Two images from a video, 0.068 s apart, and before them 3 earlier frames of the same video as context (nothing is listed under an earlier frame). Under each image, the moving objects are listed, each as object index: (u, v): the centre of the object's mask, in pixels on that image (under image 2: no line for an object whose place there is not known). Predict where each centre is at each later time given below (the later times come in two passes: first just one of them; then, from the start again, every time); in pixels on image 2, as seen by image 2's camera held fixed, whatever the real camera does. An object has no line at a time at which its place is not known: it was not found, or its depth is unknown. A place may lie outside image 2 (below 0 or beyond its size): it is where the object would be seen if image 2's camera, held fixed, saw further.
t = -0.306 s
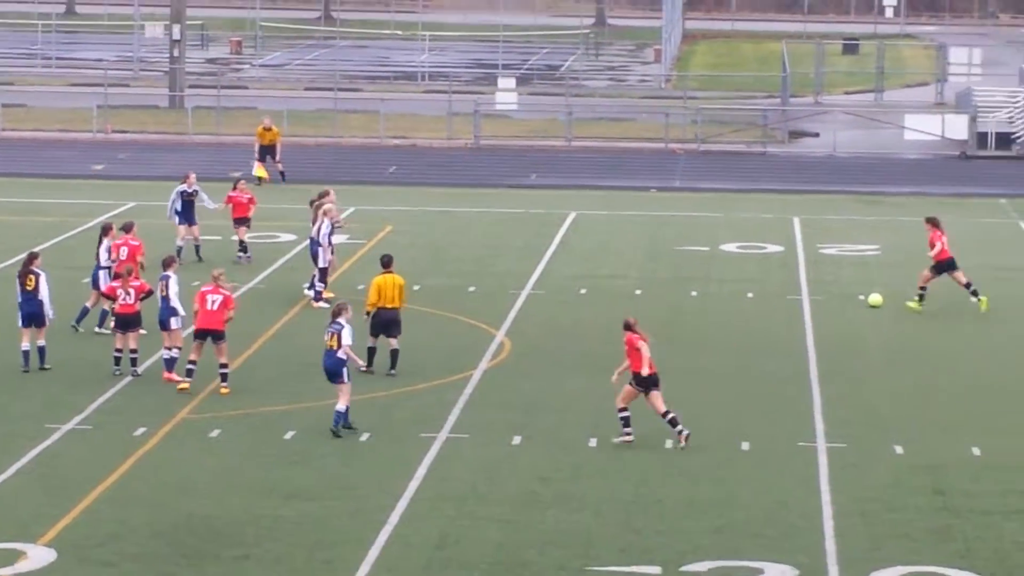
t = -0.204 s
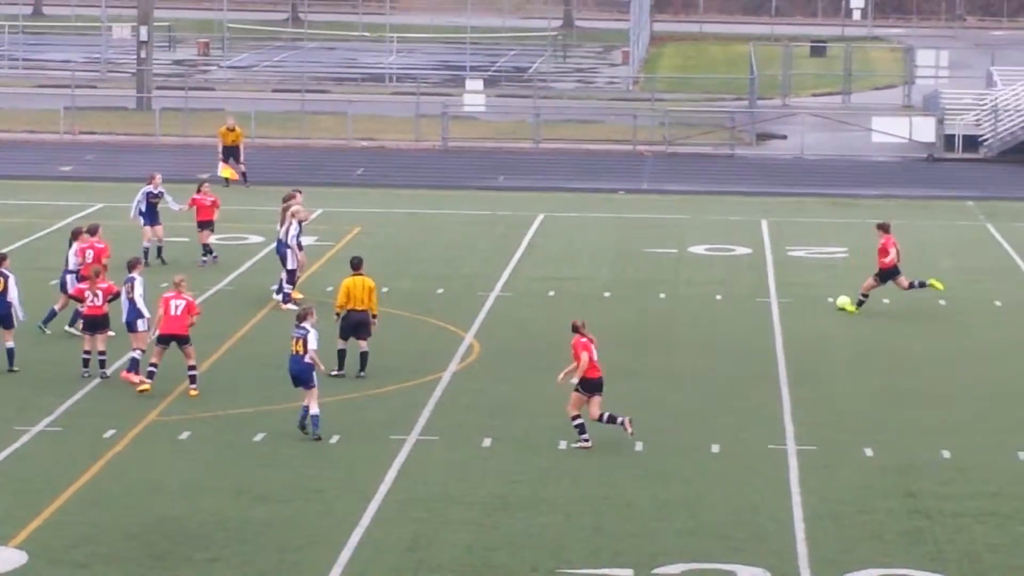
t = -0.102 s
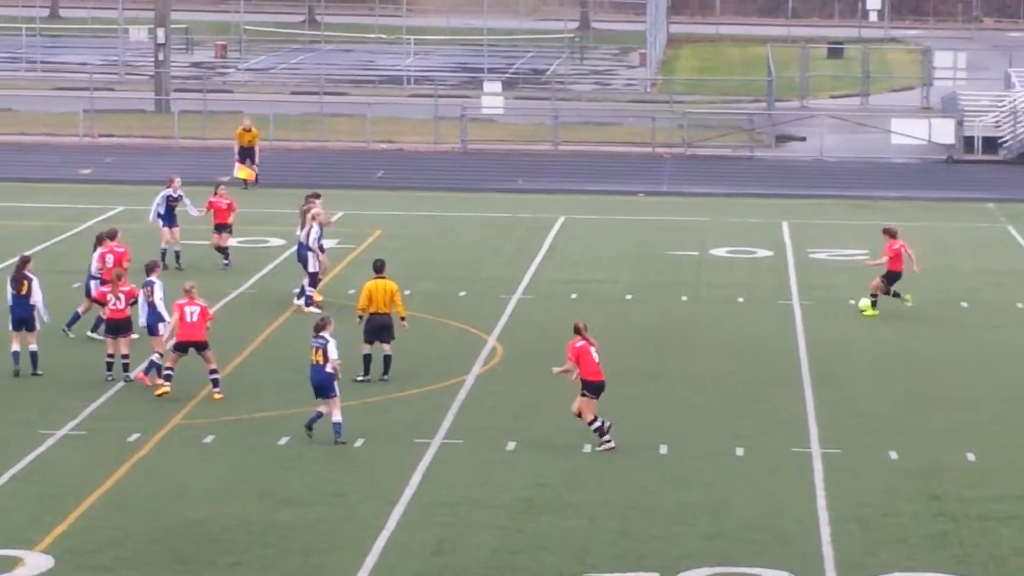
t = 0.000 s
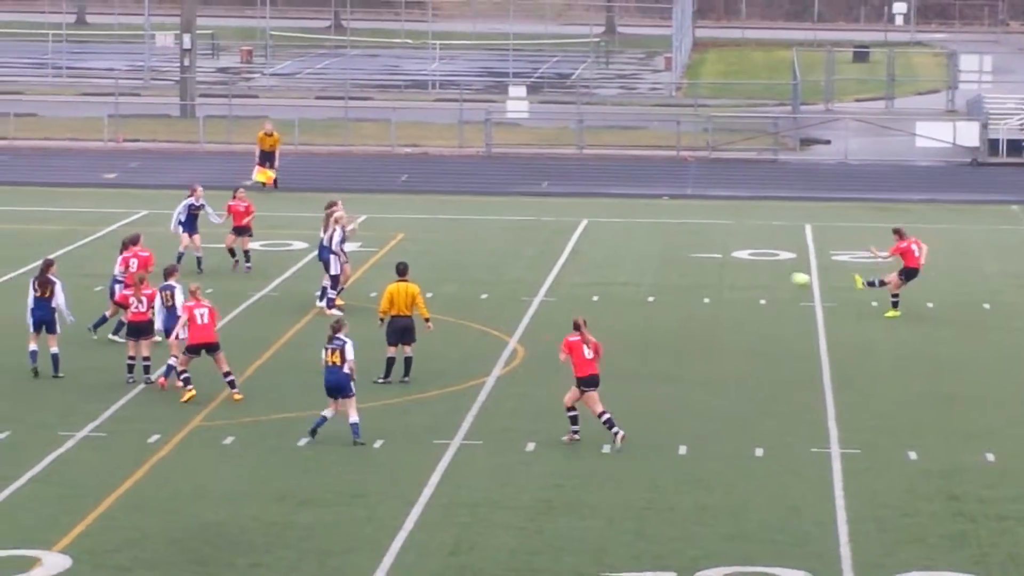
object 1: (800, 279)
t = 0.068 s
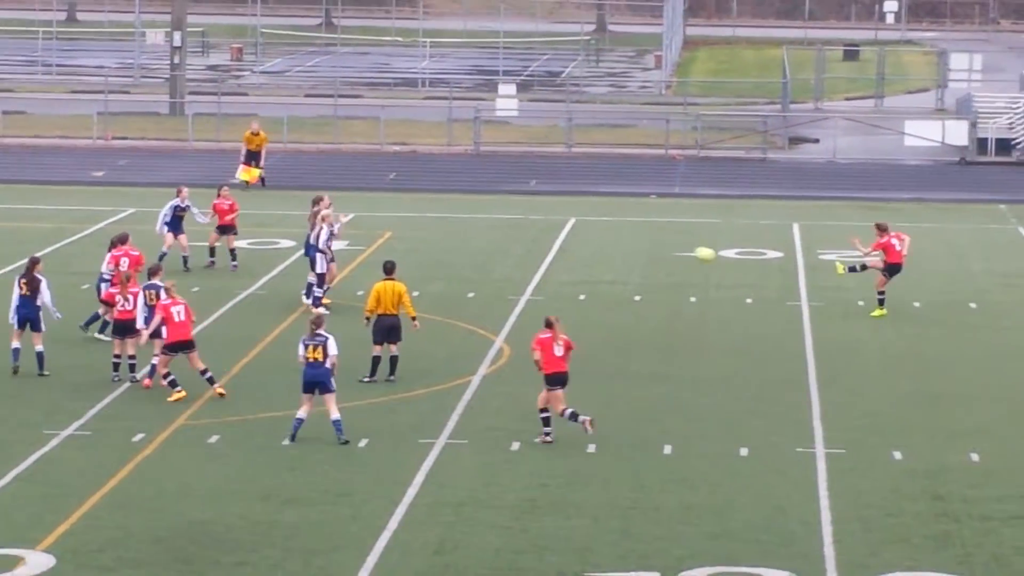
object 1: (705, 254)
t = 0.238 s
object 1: (503, 200)
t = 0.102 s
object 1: (664, 242)
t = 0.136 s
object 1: (622, 230)
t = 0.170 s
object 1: (582, 221)
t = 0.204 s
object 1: (542, 210)
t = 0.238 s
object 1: (503, 200)
